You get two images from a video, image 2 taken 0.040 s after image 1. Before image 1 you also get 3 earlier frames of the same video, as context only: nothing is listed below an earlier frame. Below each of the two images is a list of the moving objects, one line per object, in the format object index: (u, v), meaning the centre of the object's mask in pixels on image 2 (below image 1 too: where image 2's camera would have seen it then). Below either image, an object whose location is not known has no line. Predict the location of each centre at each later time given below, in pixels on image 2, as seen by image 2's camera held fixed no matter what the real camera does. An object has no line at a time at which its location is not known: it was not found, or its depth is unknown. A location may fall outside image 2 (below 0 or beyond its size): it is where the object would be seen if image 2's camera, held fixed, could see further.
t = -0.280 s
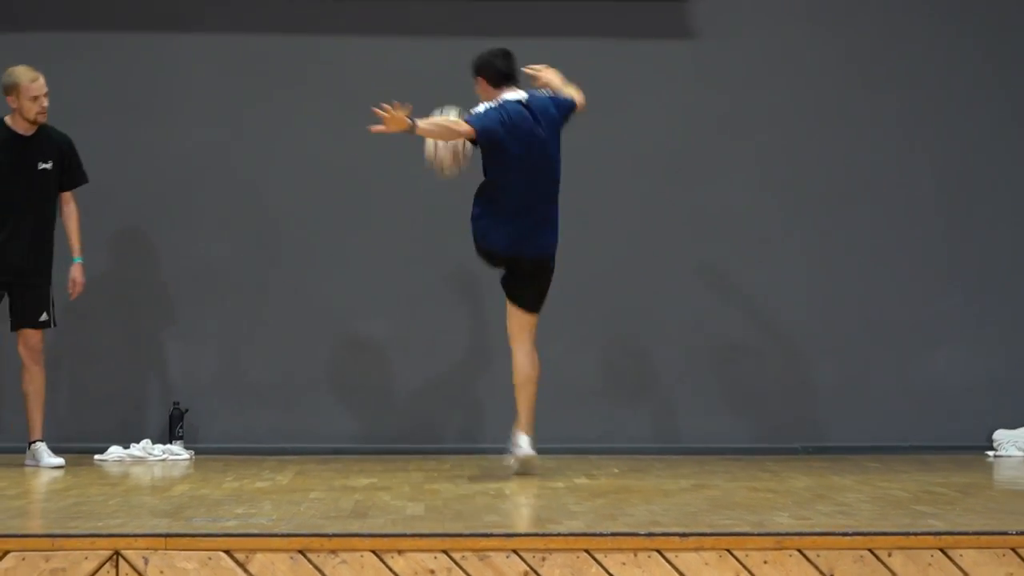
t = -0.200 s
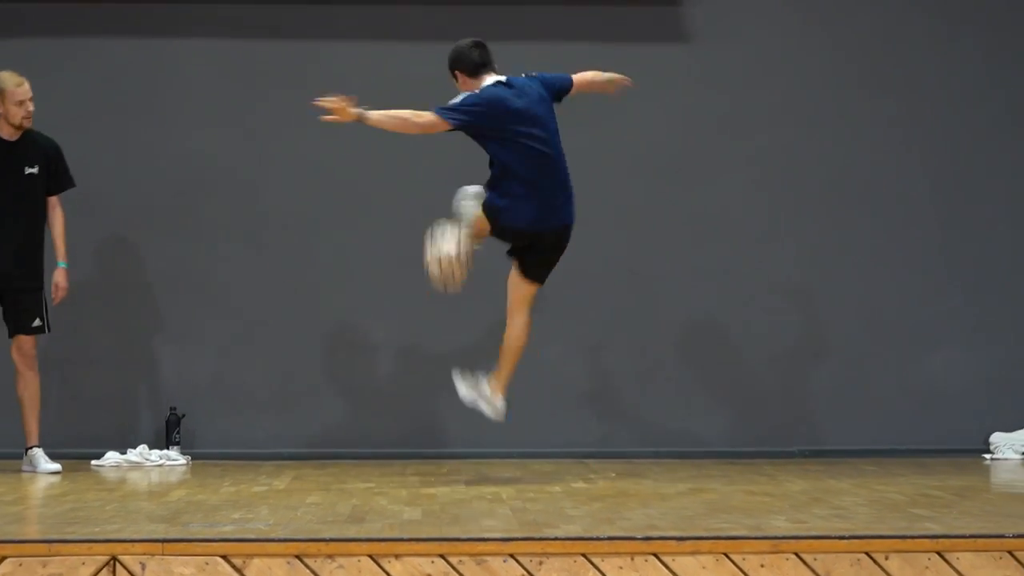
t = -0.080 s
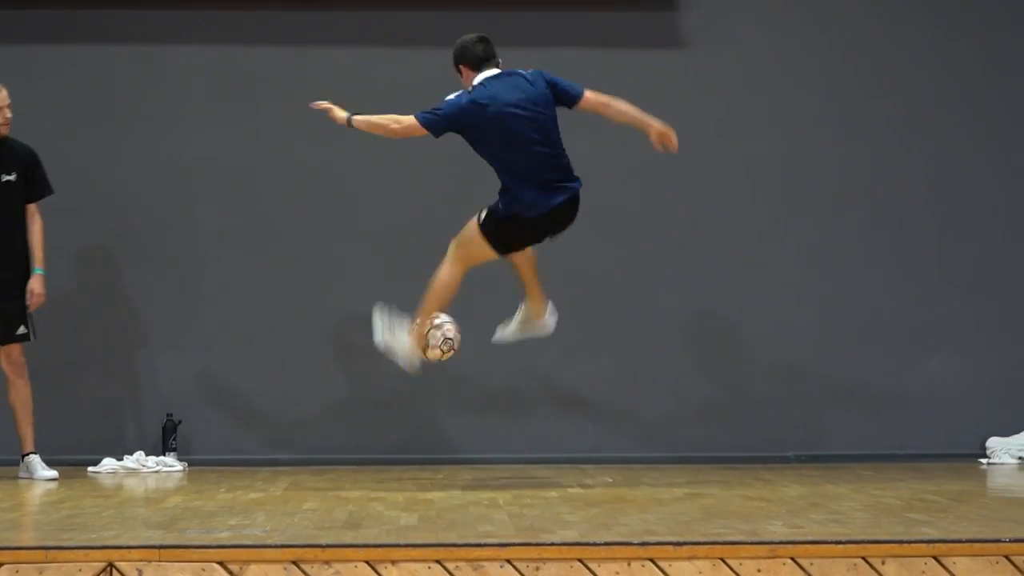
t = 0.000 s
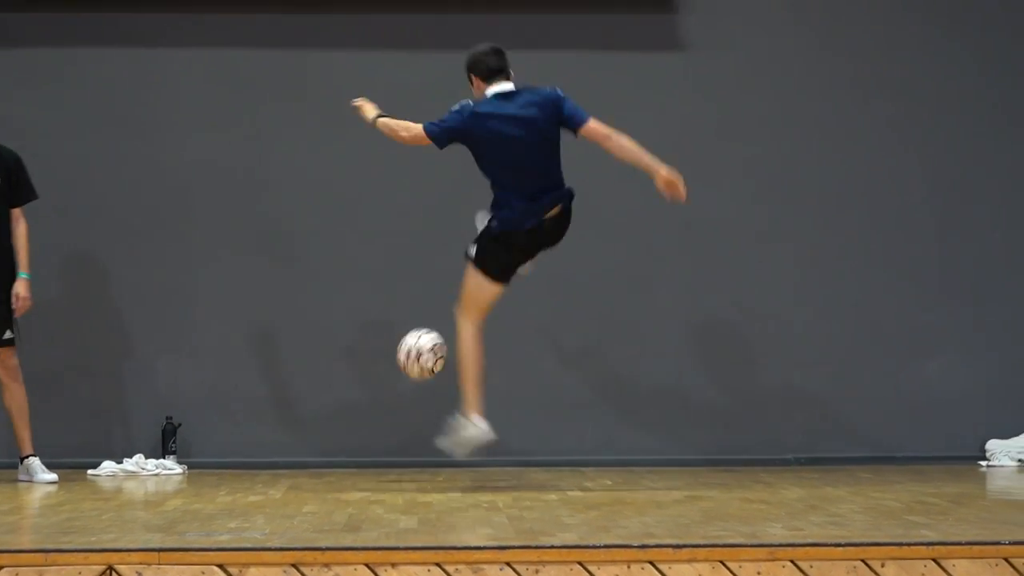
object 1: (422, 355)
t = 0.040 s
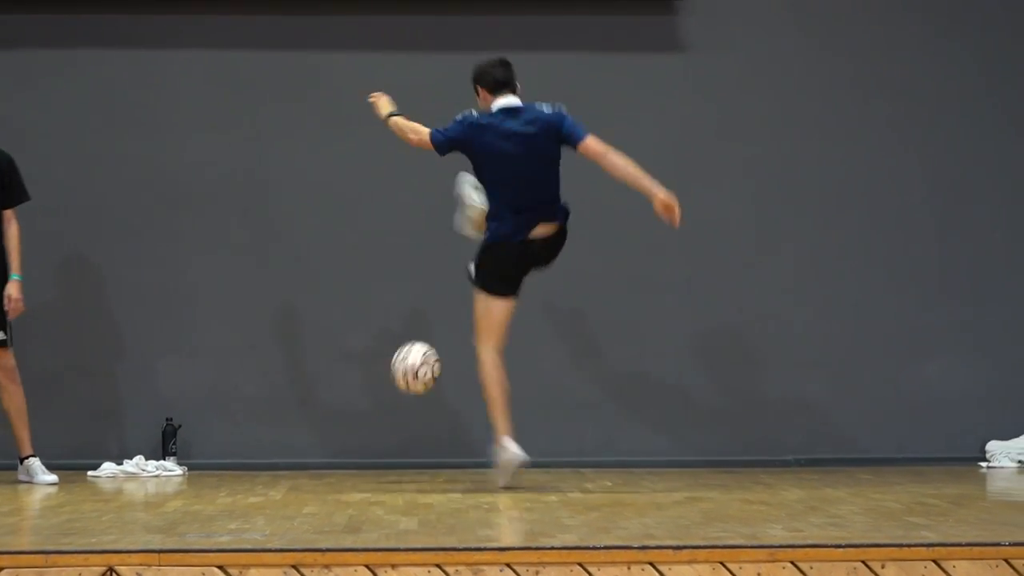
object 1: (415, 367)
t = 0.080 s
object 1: (409, 383)
